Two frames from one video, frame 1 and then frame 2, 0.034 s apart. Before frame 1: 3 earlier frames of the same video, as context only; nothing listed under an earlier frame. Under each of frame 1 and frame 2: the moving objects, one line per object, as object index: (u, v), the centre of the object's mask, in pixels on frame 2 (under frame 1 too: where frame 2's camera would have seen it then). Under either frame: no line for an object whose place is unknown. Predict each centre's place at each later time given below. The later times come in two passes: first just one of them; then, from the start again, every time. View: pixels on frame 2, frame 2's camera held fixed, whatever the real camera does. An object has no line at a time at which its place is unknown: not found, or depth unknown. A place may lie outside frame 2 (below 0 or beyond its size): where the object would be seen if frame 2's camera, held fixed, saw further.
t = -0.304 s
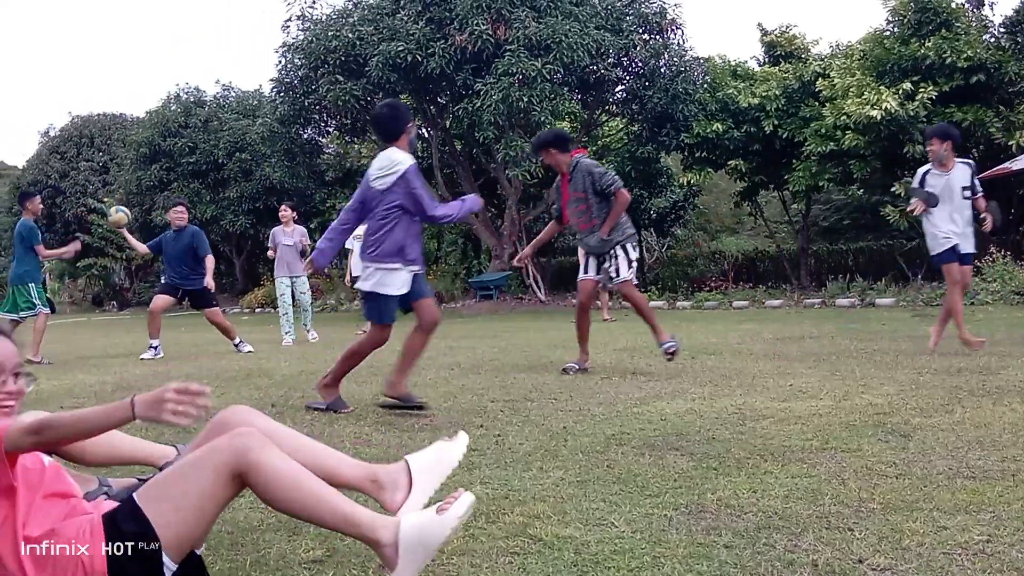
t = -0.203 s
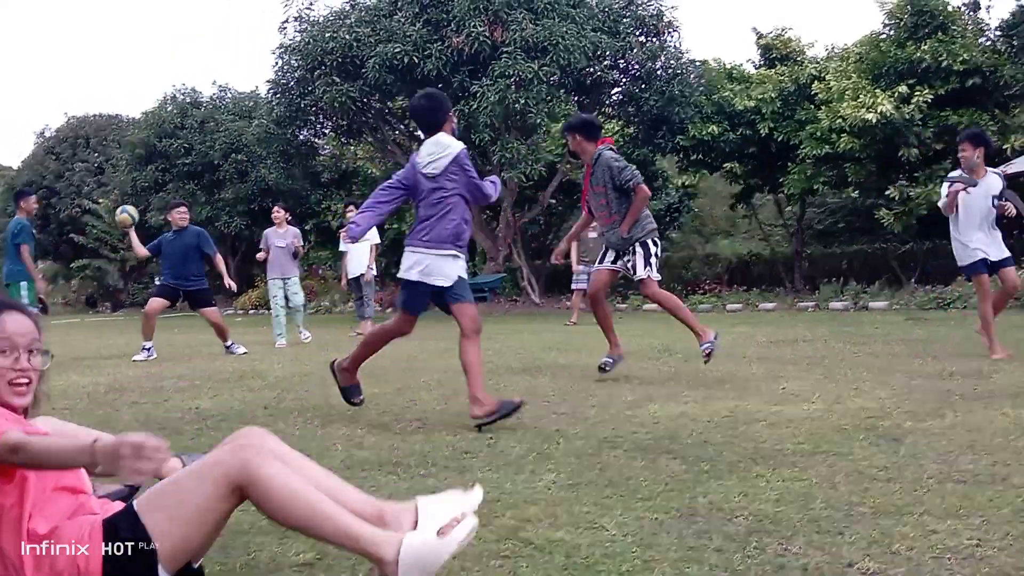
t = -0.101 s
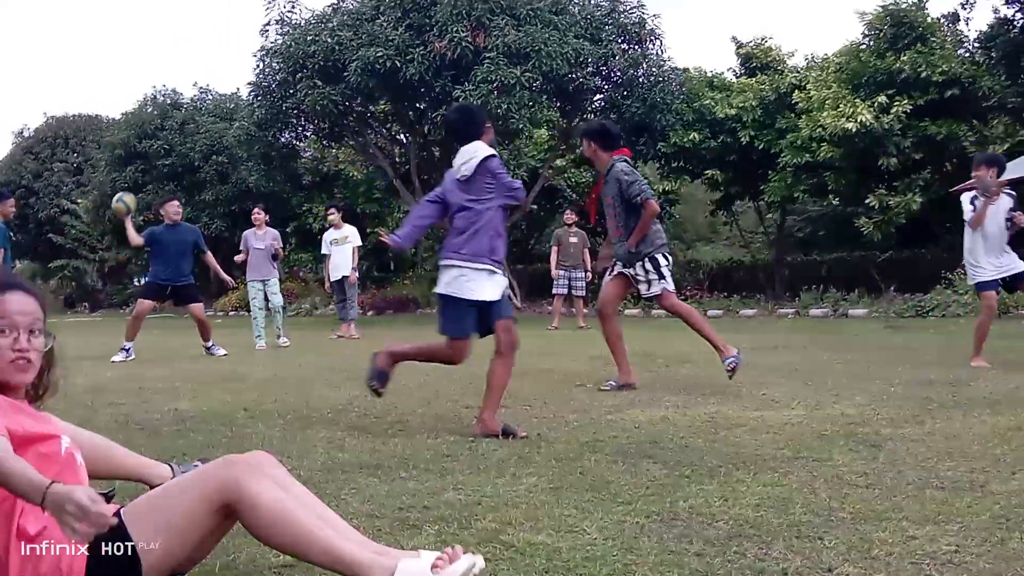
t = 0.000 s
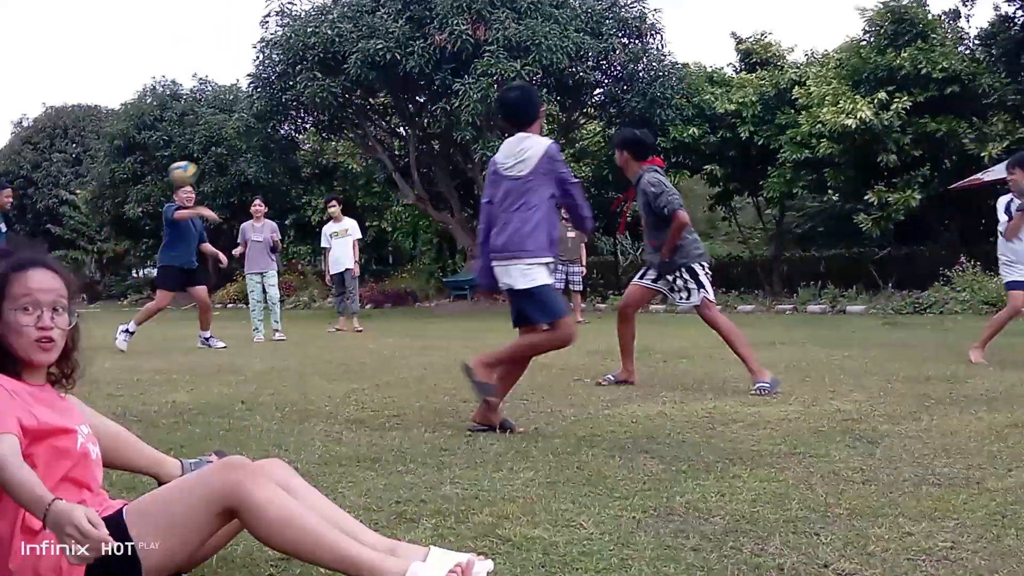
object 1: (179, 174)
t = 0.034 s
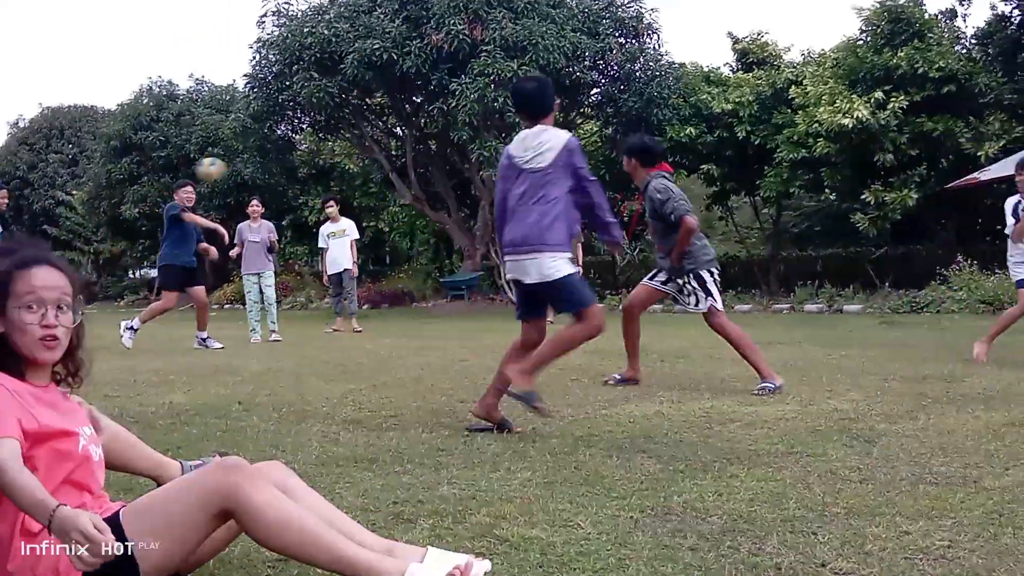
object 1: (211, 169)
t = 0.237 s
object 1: (444, 177)
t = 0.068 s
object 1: (243, 167)
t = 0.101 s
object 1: (279, 165)
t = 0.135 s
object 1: (315, 166)
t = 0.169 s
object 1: (355, 169)
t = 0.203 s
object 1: (398, 172)
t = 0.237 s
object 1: (444, 177)
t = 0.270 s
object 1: (490, 185)
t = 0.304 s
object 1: (543, 195)
